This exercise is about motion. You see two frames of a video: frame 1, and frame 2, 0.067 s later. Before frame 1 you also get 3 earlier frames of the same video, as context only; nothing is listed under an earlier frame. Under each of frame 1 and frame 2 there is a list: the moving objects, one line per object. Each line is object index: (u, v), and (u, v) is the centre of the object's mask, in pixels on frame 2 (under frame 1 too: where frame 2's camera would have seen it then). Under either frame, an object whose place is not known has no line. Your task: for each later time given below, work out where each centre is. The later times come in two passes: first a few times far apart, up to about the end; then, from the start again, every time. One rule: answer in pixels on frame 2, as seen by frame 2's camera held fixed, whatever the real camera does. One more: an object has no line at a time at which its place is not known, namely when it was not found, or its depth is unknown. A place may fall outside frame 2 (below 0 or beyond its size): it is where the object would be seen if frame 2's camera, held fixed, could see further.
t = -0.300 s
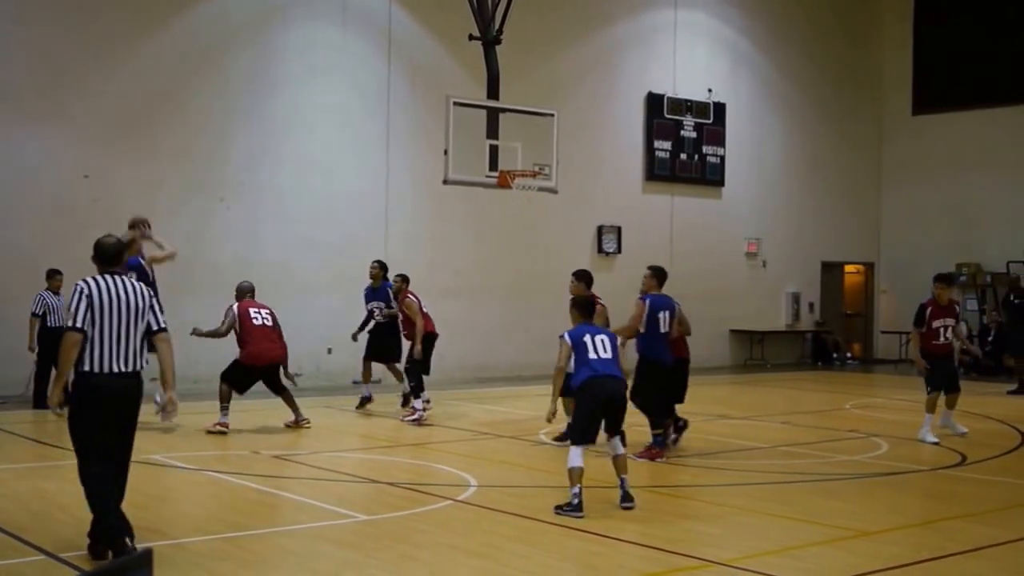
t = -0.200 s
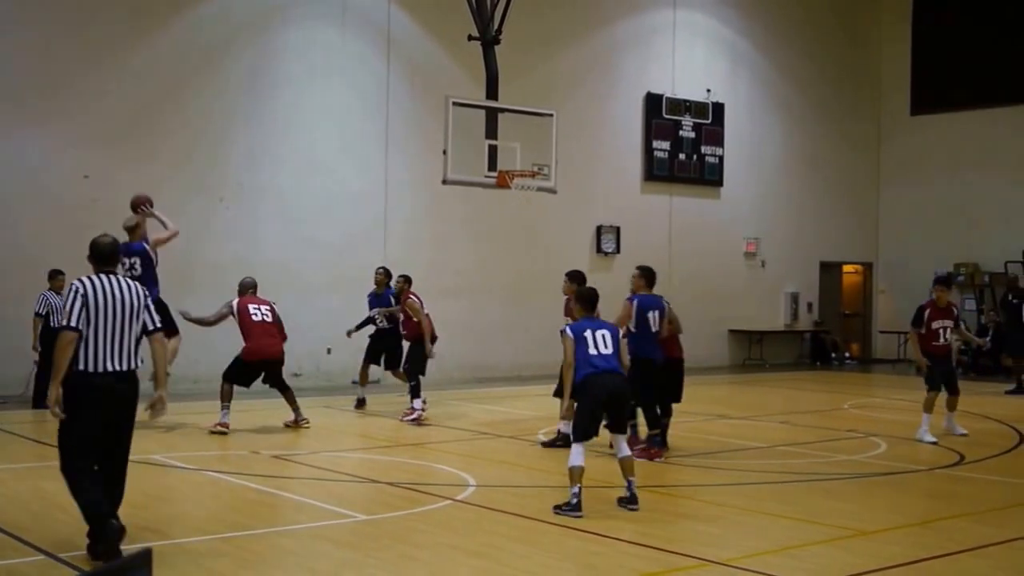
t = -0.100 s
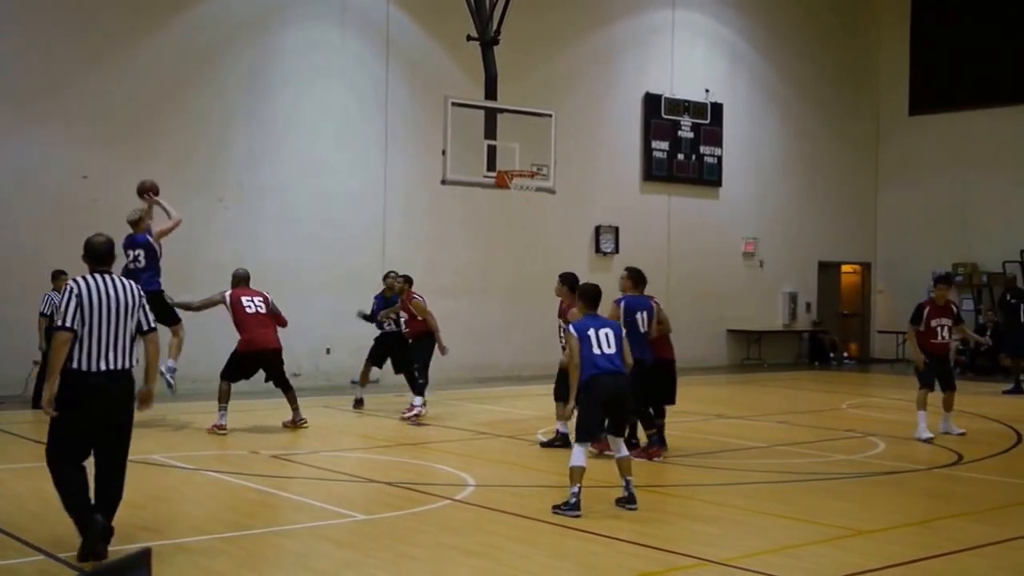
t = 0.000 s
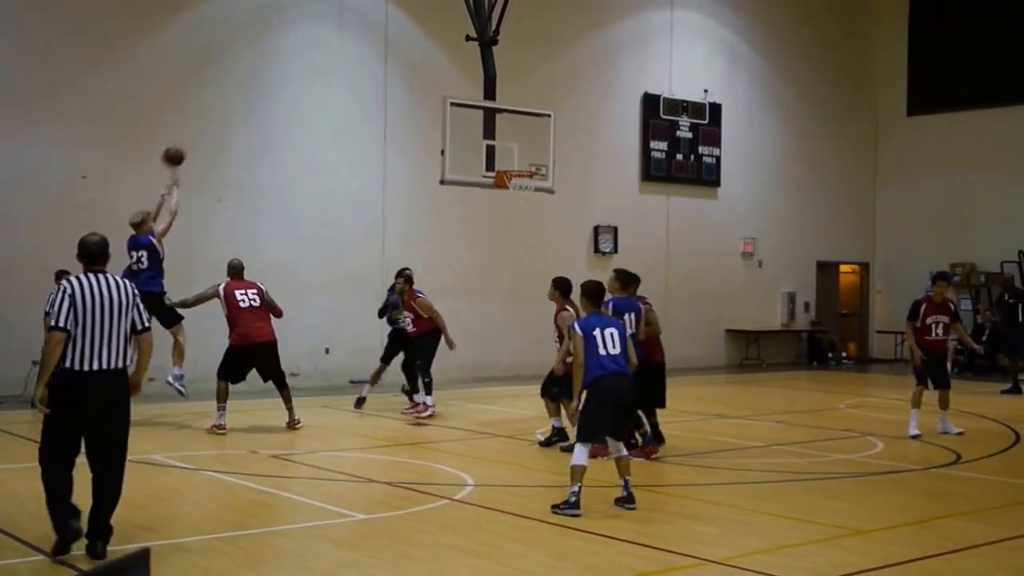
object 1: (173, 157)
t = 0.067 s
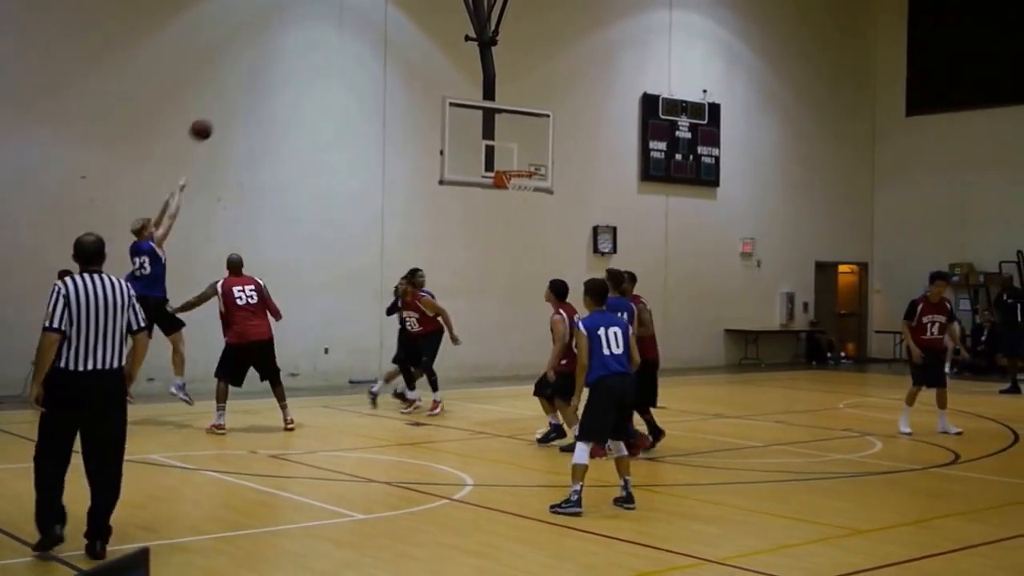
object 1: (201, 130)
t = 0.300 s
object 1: (292, 71)
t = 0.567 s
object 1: (387, 63)
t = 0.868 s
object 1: (479, 121)
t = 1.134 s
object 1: (515, 202)
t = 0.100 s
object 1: (214, 119)
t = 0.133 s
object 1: (227, 108)
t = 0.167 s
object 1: (240, 99)
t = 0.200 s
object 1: (253, 90)
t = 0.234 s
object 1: (266, 83)
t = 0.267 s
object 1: (279, 77)
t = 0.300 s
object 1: (292, 71)
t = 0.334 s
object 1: (304, 67)
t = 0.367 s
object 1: (316, 64)
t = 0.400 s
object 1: (328, 61)
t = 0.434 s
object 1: (341, 60)
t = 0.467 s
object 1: (352, 60)
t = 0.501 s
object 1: (364, 60)
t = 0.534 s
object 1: (376, 61)
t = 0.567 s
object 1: (387, 63)
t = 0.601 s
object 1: (398, 67)
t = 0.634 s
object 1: (410, 71)
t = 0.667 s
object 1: (420, 76)
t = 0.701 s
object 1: (431, 81)
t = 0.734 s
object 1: (442, 88)
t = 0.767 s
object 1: (452, 94)
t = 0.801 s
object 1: (464, 103)
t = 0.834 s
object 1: (473, 112)
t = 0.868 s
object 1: (479, 121)
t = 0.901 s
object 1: (493, 132)
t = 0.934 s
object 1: (504, 143)
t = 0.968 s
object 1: (513, 155)
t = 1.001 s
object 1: (523, 168)
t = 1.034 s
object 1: (526, 180)
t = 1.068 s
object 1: (522, 189)
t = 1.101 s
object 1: (519, 197)
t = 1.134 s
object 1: (515, 202)
